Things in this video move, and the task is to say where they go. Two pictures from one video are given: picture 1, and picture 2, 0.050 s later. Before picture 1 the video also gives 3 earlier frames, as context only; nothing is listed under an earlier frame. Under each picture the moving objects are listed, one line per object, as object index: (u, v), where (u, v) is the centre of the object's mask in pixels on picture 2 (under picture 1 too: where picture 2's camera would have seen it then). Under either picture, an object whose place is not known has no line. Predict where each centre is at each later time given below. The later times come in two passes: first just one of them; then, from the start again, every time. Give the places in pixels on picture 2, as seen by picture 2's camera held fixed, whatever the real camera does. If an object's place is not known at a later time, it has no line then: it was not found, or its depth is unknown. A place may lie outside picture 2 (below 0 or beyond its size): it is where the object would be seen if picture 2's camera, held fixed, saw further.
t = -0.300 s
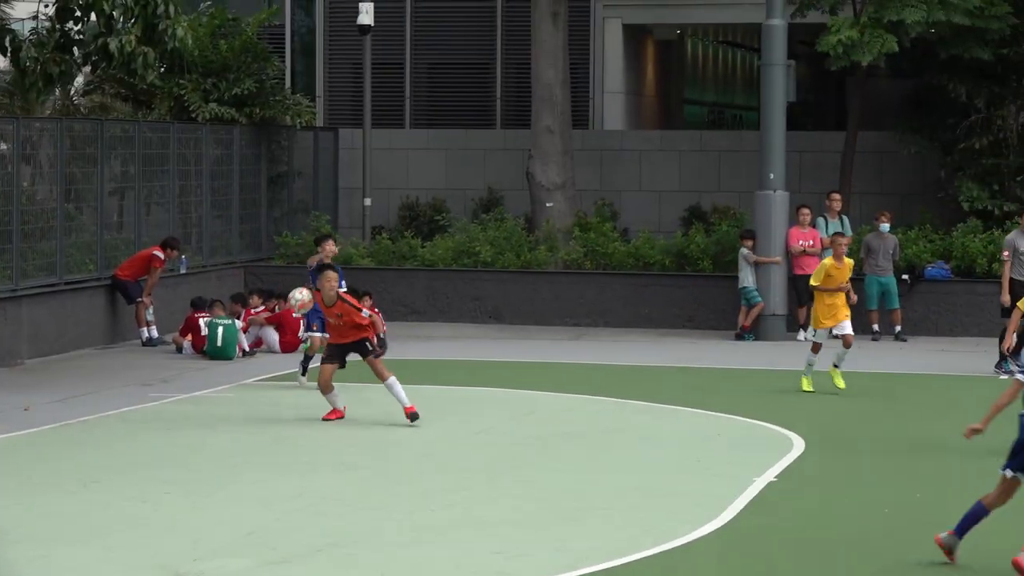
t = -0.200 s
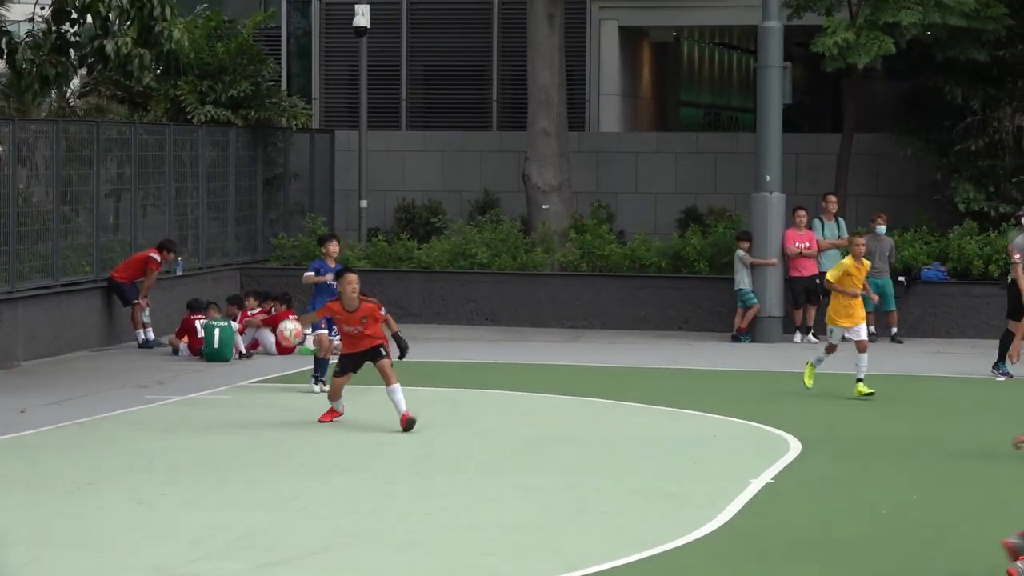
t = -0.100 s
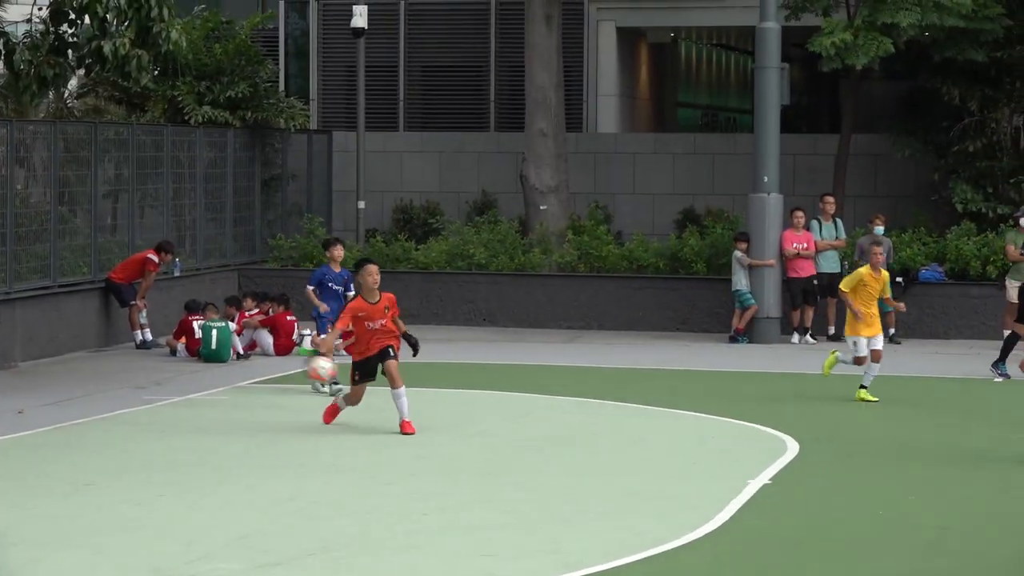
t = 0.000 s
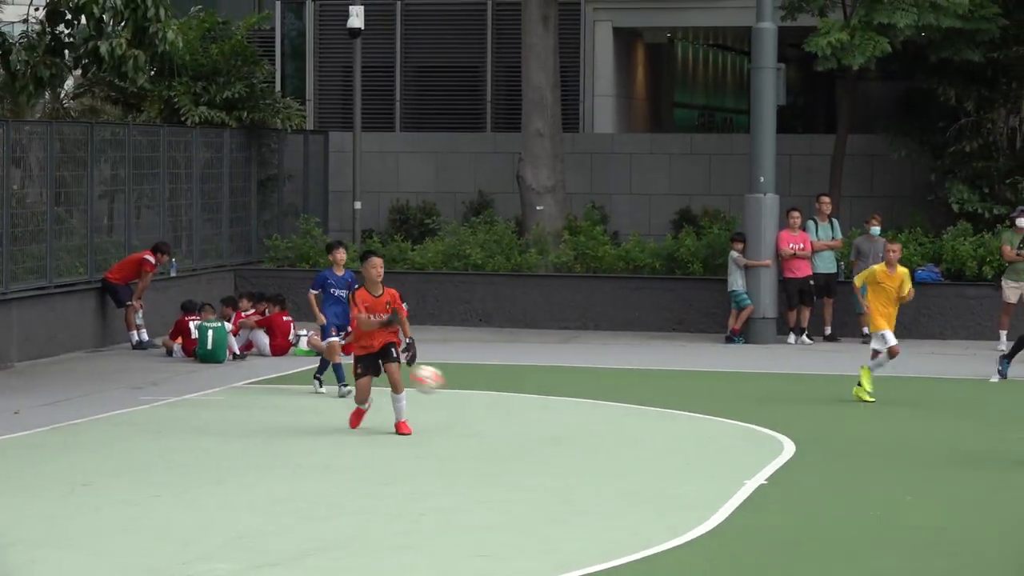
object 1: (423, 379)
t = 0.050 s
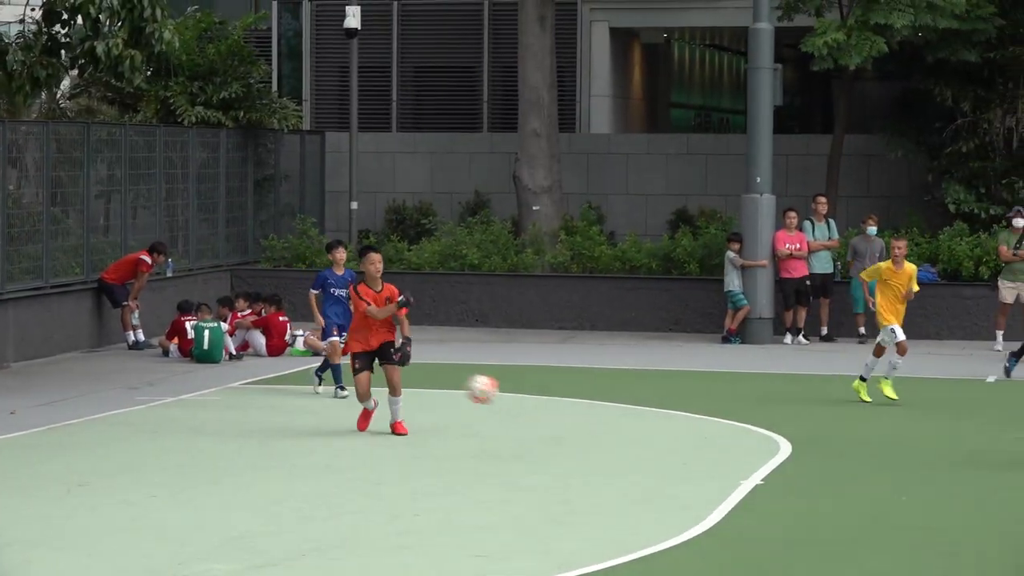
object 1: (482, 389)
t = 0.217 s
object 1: (689, 459)
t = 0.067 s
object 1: (502, 393)
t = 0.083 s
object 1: (523, 398)
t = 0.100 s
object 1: (543, 404)
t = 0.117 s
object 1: (564, 411)
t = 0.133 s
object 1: (584, 417)
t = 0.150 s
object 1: (605, 425)
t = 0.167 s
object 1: (625, 432)
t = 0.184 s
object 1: (647, 440)
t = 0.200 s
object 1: (668, 449)
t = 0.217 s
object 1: (689, 459)
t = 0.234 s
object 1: (710, 468)
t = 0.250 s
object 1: (725, 467)
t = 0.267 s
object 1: (739, 465)
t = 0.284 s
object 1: (753, 464)
